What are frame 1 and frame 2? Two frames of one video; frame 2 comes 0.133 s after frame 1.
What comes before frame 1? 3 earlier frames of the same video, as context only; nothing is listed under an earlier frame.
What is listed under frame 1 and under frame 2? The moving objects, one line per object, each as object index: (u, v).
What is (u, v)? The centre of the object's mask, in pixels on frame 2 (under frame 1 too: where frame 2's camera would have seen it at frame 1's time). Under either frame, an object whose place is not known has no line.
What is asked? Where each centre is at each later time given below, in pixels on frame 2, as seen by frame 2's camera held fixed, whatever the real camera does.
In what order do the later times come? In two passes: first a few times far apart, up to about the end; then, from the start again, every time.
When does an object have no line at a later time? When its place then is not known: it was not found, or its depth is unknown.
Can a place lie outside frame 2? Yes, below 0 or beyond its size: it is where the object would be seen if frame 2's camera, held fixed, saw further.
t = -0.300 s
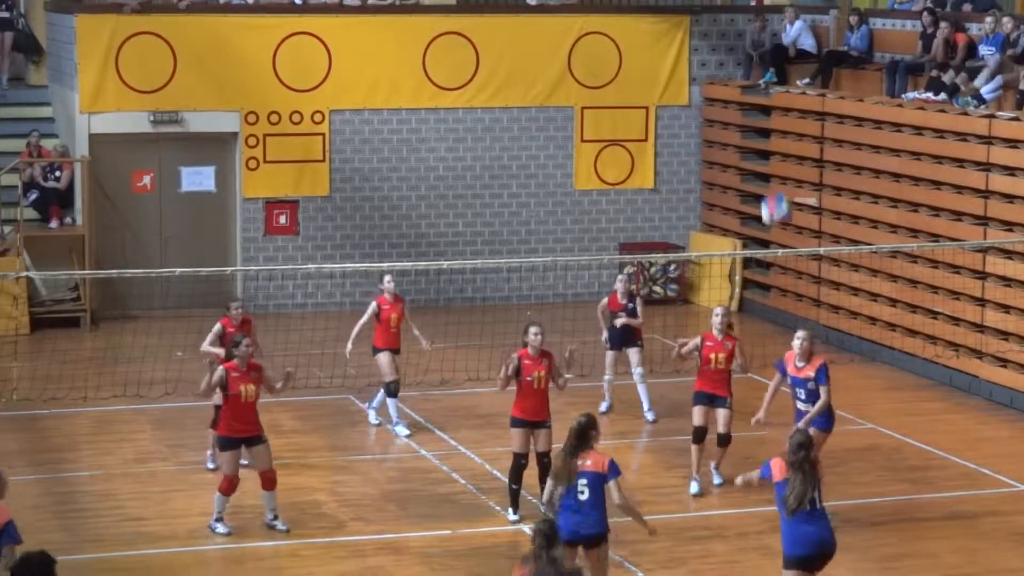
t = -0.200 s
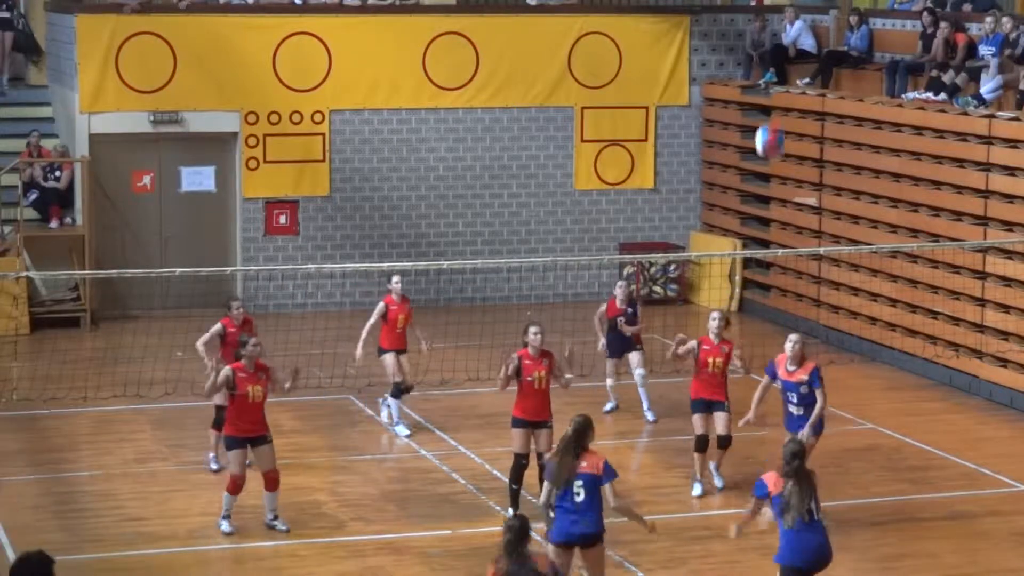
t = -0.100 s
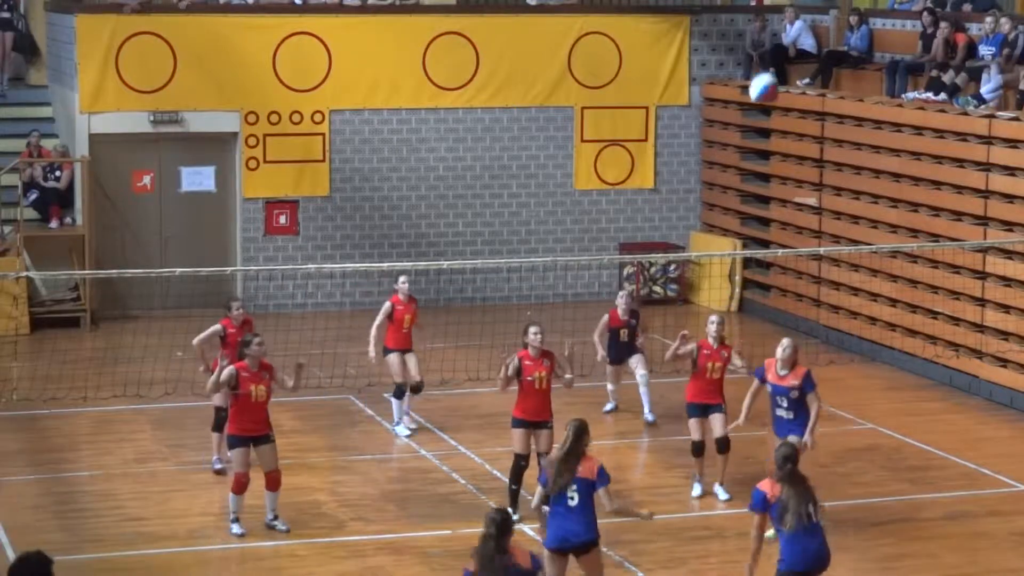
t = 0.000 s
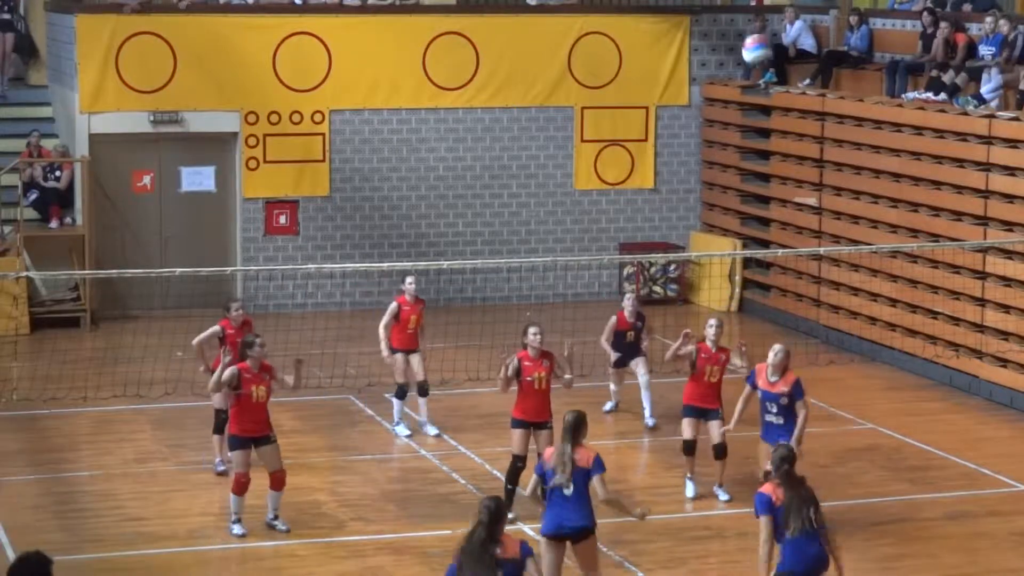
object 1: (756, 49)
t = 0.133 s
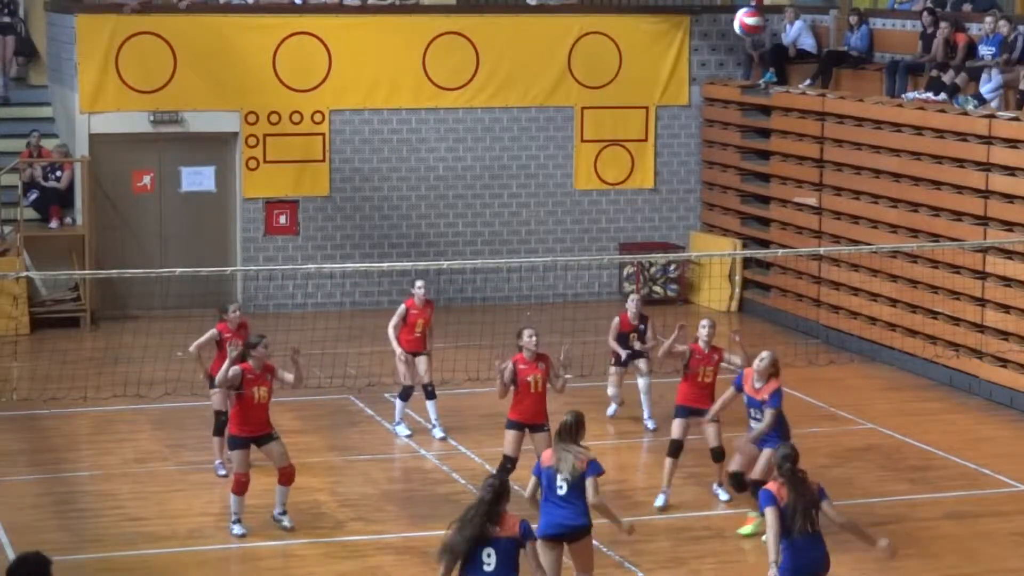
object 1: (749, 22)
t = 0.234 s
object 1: (743, 16)
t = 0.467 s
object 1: (726, 57)
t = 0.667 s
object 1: (711, 145)
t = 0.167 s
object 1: (746, 20)
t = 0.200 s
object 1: (743, 17)
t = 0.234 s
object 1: (743, 16)
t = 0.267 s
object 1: (740, 18)
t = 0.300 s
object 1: (736, 20)
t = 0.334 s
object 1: (733, 25)
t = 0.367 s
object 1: (731, 31)
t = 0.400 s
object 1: (729, 37)
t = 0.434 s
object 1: (727, 46)
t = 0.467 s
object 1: (726, 57)
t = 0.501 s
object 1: (723, 69)
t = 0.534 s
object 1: (720, 82)
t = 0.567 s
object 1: (717, 95)
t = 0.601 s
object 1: (714, 110)
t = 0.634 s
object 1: (713, 128)
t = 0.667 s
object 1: (711, 145)
